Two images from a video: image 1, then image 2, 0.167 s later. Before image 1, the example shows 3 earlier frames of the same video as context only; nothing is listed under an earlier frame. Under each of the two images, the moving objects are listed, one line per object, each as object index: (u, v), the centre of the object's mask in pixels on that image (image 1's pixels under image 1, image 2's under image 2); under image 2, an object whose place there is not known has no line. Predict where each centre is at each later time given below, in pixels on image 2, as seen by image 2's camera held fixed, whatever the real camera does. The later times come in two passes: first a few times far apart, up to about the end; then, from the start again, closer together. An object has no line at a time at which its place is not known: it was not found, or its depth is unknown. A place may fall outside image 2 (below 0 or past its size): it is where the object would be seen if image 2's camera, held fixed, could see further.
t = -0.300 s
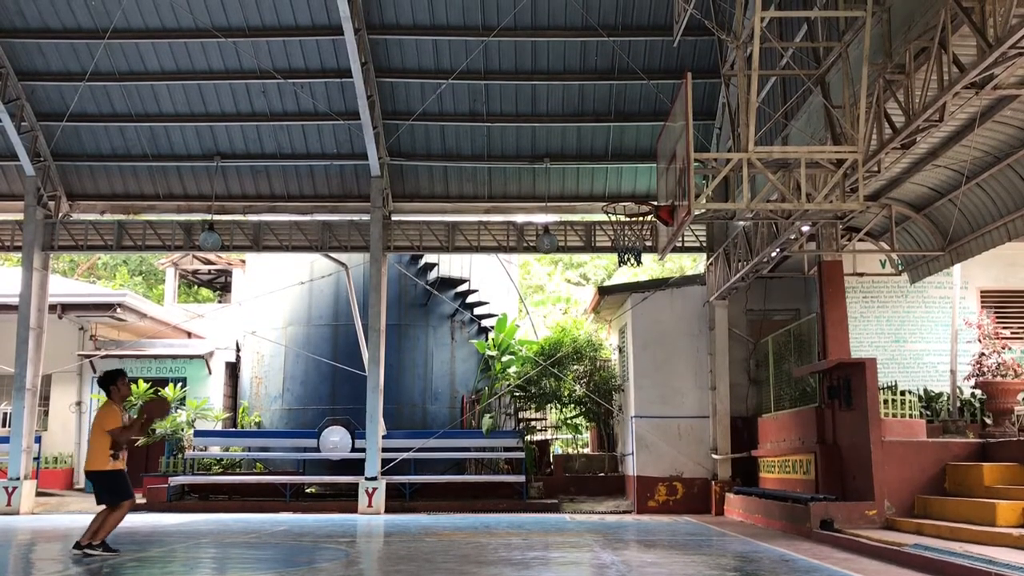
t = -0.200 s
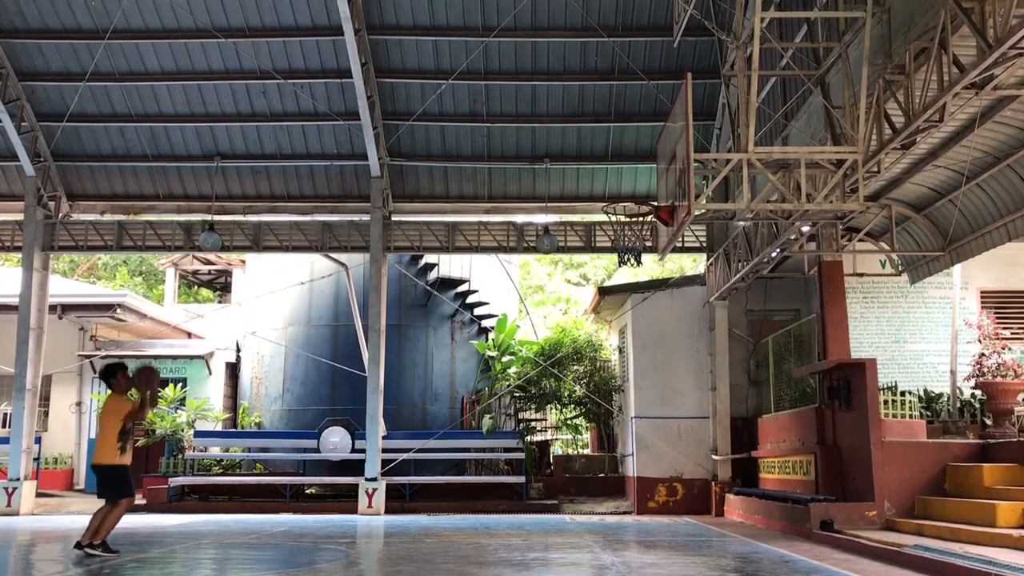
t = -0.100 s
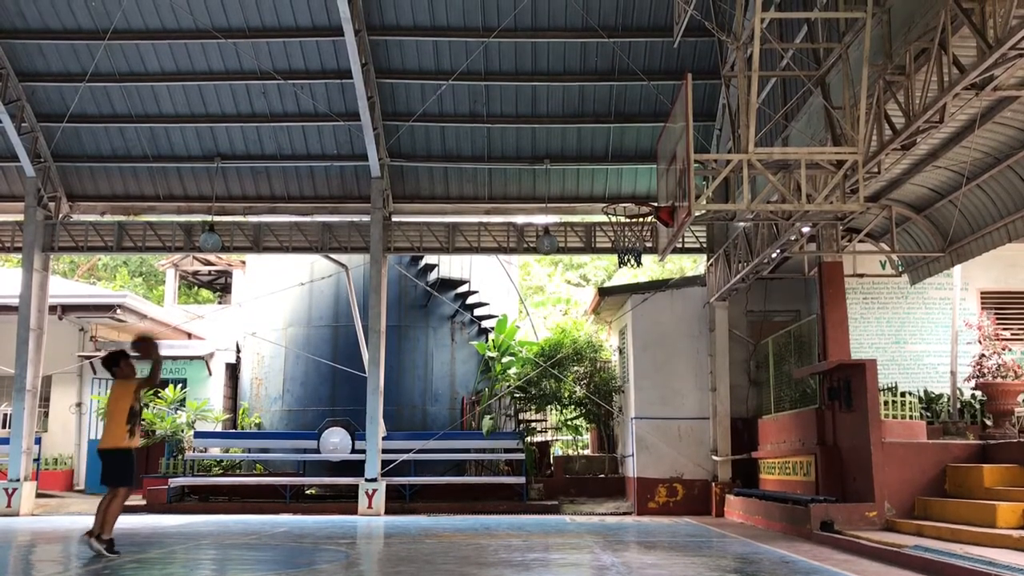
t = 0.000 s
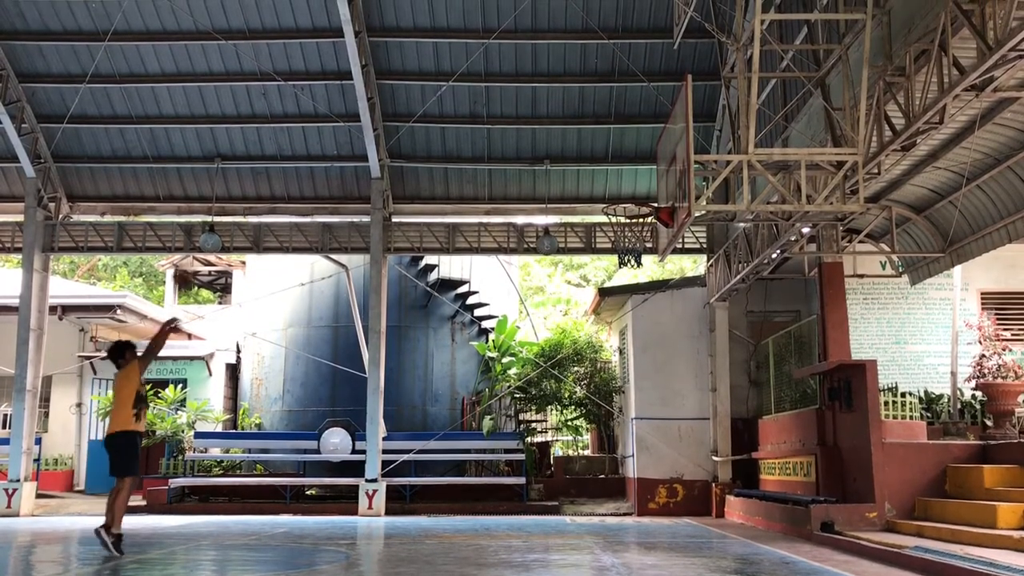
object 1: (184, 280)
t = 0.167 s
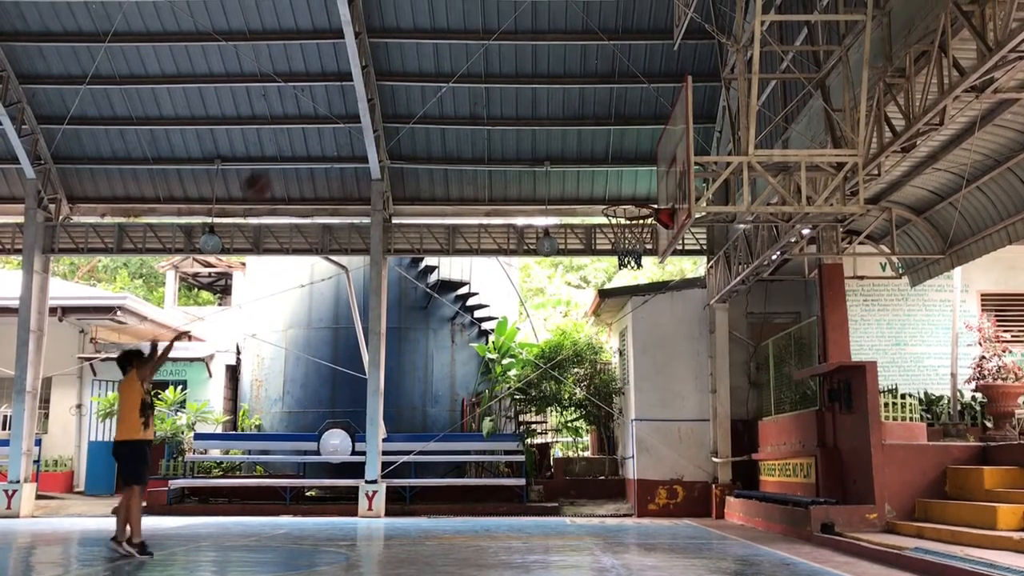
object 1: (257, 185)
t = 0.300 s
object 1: (313, 132)
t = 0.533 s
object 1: (407, 83)
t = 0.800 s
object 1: (508, 94)
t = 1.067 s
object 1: (609, 175)
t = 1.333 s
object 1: (619, 225)
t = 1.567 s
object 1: (607, 238)
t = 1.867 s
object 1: (590, 350)
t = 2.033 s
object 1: (579, 458)
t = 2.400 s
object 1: (572, 419)
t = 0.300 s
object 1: (313, 132)
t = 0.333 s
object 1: (328, 121)
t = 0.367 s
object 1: (342, 112)
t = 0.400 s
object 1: (353, 104)
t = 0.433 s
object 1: (366, 97)
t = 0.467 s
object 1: (380, 91)
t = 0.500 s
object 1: (394, 88)
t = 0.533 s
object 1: (407, 83)
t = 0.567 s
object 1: (420, 79)
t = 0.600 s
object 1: (431, 78)
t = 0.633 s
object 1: (445, 78)
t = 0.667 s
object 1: (457, 78)
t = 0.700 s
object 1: (469, 81)
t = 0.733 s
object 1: (483, 86)
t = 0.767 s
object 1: (495, 88)
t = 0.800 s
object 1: (508, 94)
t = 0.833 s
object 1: (521, 100)
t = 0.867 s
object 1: (532, 108)
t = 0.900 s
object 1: (546, 115)
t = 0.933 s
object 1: (558, 126)
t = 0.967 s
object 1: (571, 137)
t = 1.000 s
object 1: (584, 148)
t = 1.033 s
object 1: (594, 161)
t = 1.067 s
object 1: (609, 175)
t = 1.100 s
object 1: (621, 189)
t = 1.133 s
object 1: (633, 208)
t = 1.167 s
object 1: (635, 216)
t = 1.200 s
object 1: (632, 222)
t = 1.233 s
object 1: (629, 227)
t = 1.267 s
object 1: (626, 230)
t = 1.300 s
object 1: (622, 228)
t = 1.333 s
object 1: (619, 225)
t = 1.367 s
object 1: (616, 224)
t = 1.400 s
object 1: (614, 224)
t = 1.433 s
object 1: (612, 225)
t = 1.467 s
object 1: (610, 226)
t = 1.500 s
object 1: (610, 231)
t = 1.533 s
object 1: (608, 234)
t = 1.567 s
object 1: (607, 238)
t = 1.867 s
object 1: (590, 350)
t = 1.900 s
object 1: (590, 369)
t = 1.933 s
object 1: (588, 388)
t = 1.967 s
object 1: (587, 409)
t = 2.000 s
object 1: (580, 432)
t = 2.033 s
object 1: (579, 458)
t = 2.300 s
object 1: (574, 466)
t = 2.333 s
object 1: (572, 448)
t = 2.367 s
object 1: (572, 433)
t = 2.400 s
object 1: (572, 419)
